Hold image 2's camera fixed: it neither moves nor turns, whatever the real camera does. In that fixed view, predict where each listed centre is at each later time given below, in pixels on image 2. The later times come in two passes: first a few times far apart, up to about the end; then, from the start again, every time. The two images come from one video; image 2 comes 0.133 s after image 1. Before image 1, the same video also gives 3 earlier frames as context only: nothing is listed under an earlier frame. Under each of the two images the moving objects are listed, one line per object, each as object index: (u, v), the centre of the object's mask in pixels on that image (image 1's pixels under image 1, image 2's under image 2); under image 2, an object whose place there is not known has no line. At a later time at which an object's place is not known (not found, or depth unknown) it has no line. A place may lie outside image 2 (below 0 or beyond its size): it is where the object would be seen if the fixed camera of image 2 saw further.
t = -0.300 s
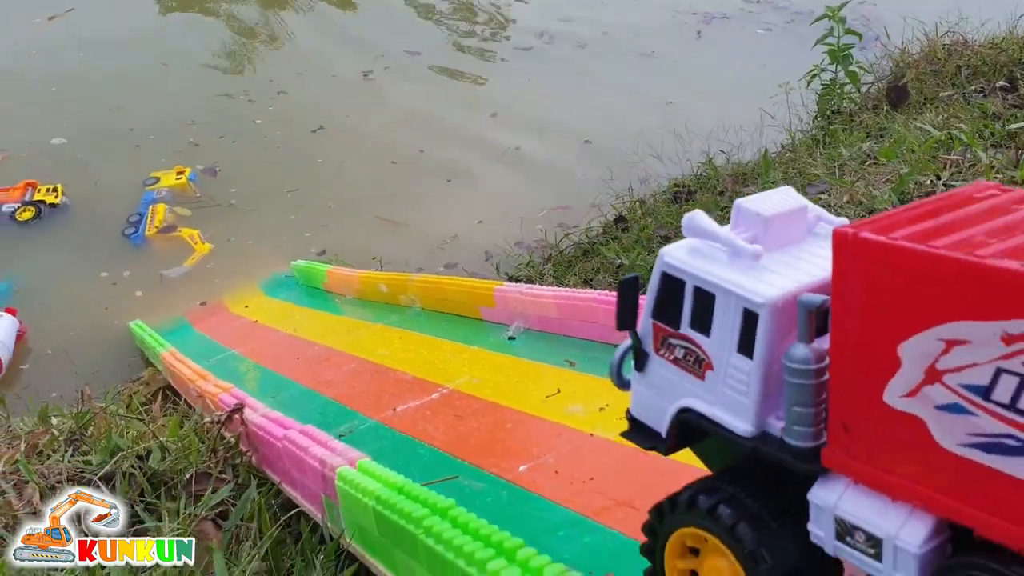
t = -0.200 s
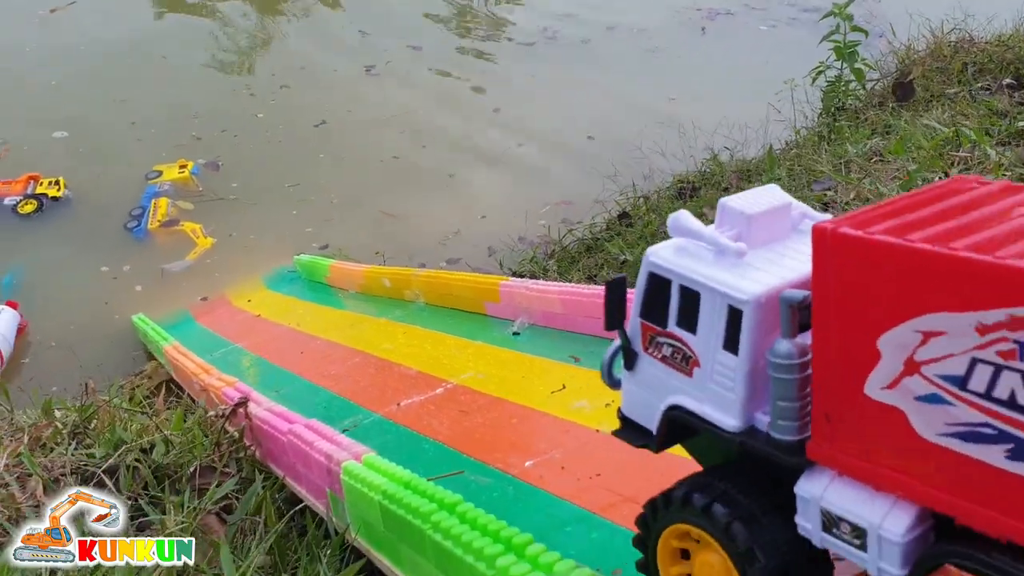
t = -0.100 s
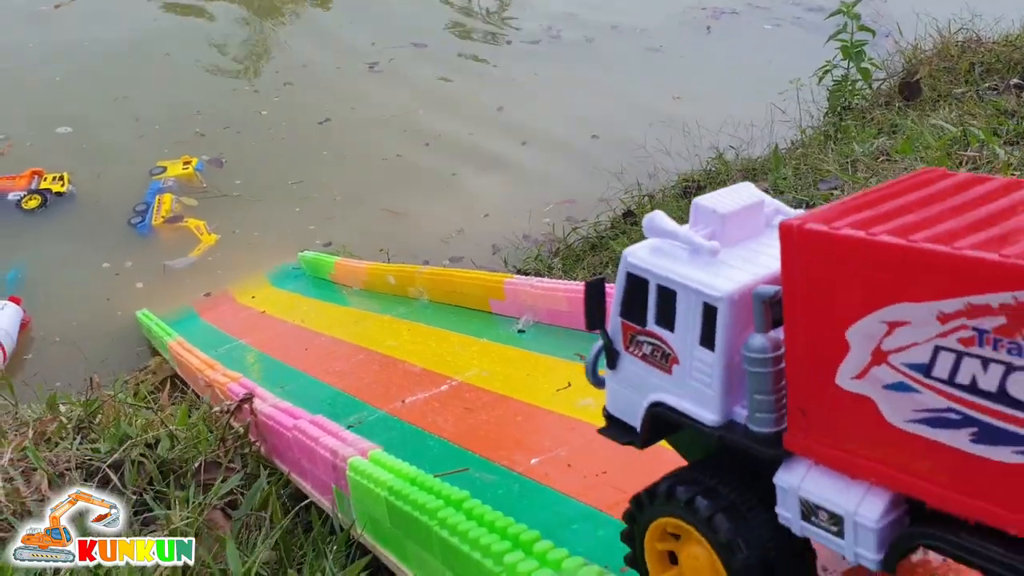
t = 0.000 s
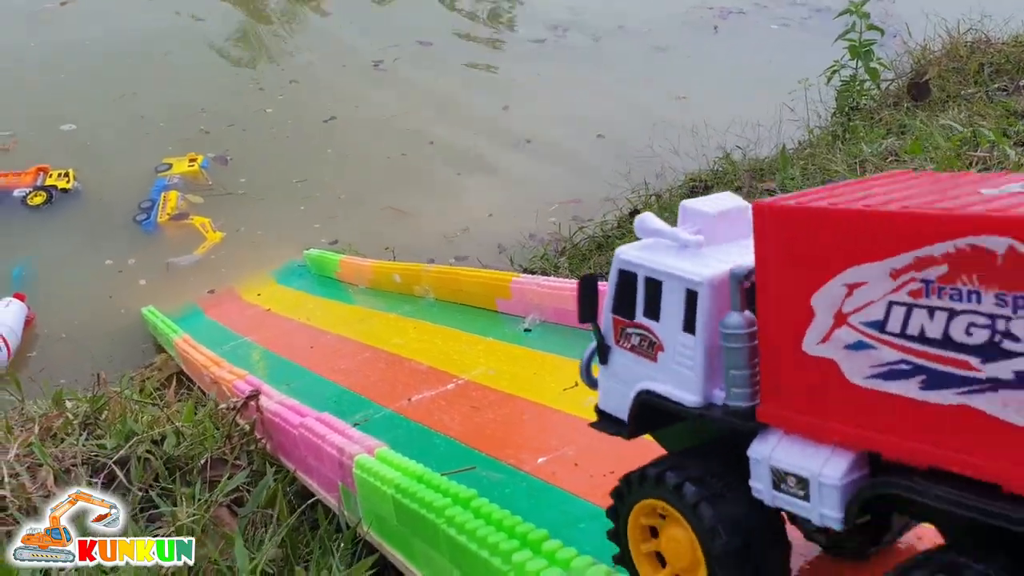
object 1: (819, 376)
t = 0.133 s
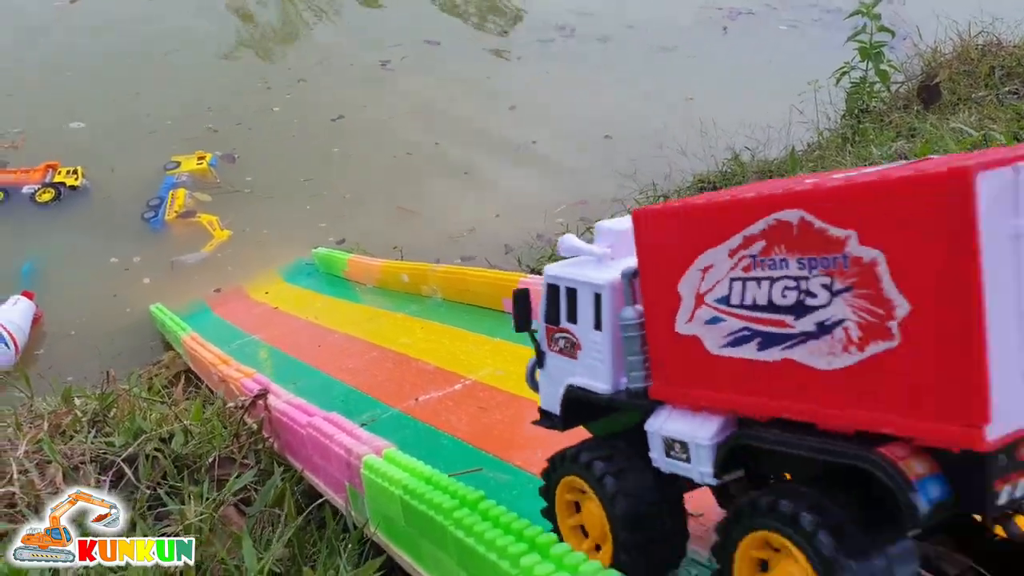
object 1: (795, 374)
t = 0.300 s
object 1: (588, 354)
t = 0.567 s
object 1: (339, 318)
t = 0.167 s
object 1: (781, 369)
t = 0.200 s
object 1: (738, 364)
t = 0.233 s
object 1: (686, 362)
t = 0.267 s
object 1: (636, 360)
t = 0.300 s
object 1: (588, 354)
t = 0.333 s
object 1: (545, 348)
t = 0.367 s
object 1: (506, 344)
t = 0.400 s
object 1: (470, 340)
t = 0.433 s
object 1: (437, 334)
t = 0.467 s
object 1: (409, 330)
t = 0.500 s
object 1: (384, 326)
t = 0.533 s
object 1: (361, 323)
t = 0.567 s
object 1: (339, 318)
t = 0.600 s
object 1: (320, 314)
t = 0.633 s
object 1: (302, 309)
